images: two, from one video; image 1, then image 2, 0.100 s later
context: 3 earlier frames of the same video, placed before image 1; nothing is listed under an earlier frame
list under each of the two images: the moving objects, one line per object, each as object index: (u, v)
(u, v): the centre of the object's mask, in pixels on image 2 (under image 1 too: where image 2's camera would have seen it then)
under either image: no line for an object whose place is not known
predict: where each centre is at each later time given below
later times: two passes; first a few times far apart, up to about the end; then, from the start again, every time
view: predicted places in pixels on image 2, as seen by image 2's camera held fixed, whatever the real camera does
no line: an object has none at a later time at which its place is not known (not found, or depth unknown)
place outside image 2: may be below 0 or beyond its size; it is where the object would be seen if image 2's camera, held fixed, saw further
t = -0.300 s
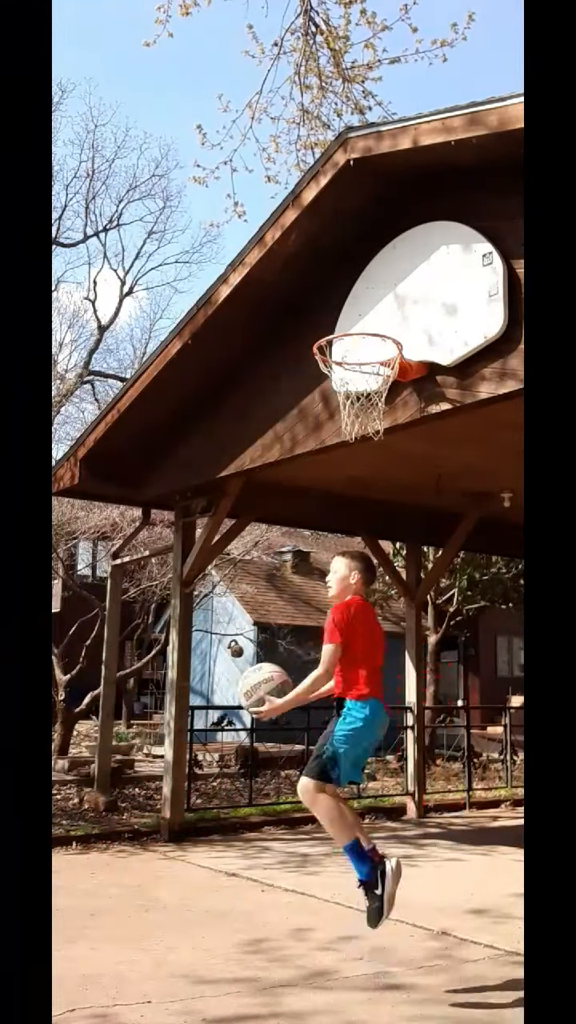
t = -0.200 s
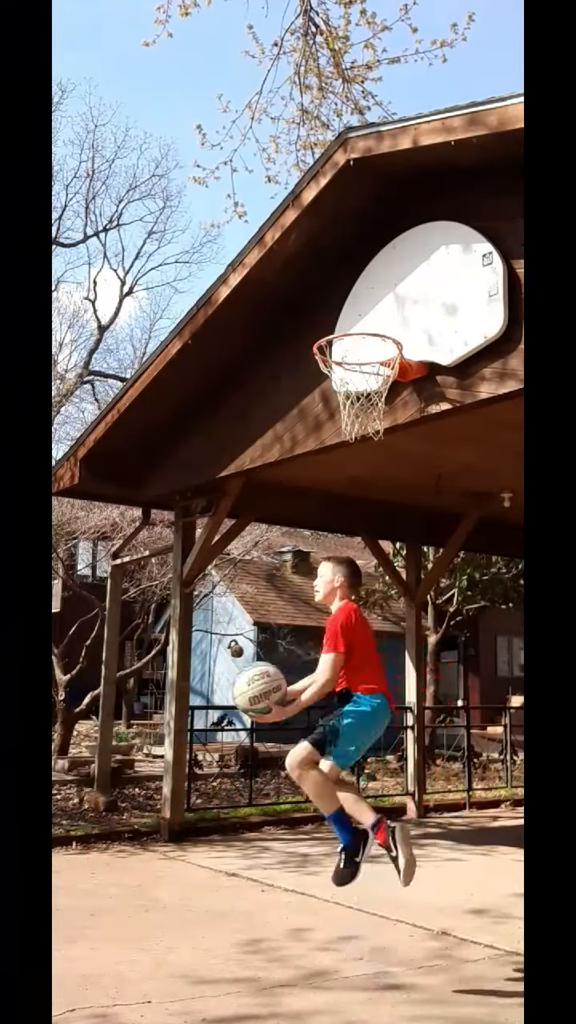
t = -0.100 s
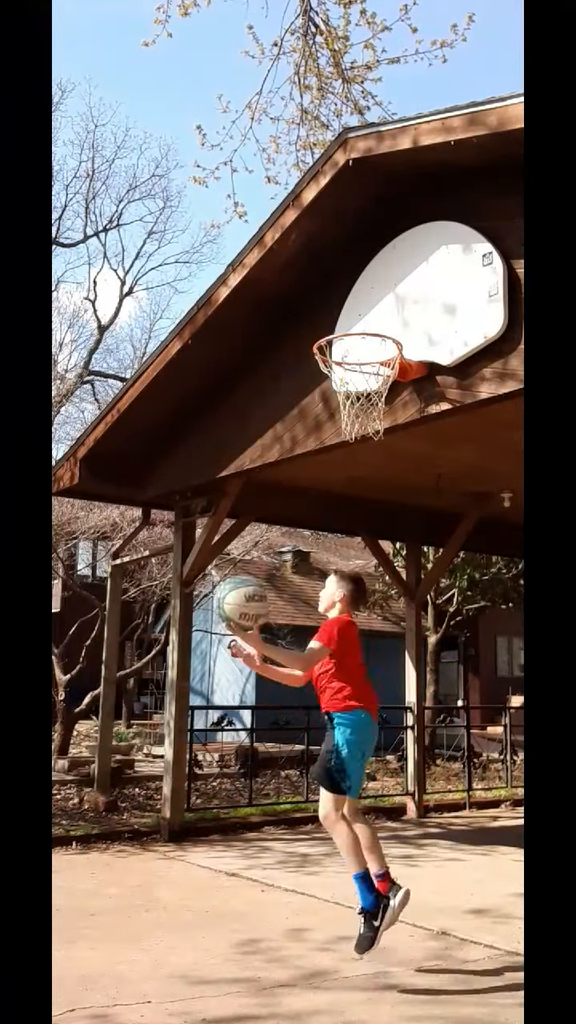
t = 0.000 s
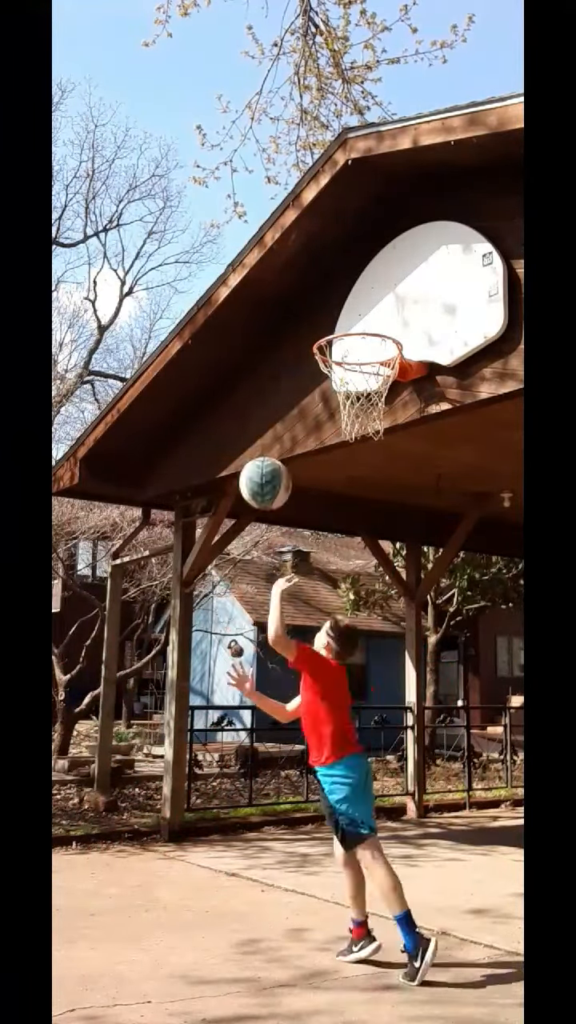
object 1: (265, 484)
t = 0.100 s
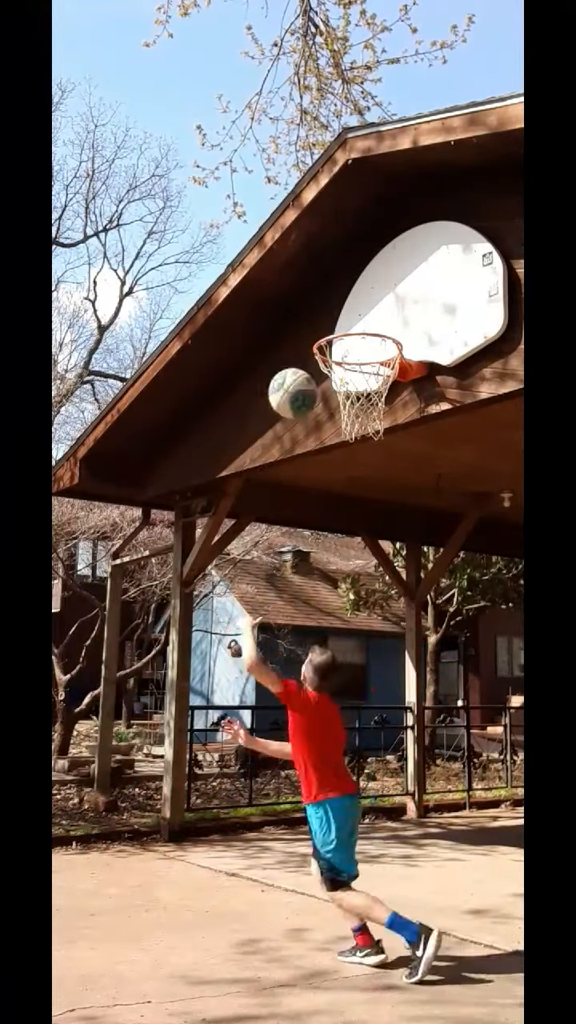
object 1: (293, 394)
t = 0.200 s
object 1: (316, 332)
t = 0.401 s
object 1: (358, 274)
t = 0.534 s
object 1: (382, 275)
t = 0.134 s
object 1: (301, 370)
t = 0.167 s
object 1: (308, 349)
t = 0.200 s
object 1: (316, 332)
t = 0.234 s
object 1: (324, 316)
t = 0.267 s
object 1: (331, 304)
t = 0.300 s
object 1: (338, 293)
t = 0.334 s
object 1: (345, 284)
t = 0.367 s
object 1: (351, 278)
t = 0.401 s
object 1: (358, 274)
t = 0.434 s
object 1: (364, 271)
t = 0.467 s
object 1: (370, 271)
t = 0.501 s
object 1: (376, 272)
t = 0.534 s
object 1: (382, 275)
